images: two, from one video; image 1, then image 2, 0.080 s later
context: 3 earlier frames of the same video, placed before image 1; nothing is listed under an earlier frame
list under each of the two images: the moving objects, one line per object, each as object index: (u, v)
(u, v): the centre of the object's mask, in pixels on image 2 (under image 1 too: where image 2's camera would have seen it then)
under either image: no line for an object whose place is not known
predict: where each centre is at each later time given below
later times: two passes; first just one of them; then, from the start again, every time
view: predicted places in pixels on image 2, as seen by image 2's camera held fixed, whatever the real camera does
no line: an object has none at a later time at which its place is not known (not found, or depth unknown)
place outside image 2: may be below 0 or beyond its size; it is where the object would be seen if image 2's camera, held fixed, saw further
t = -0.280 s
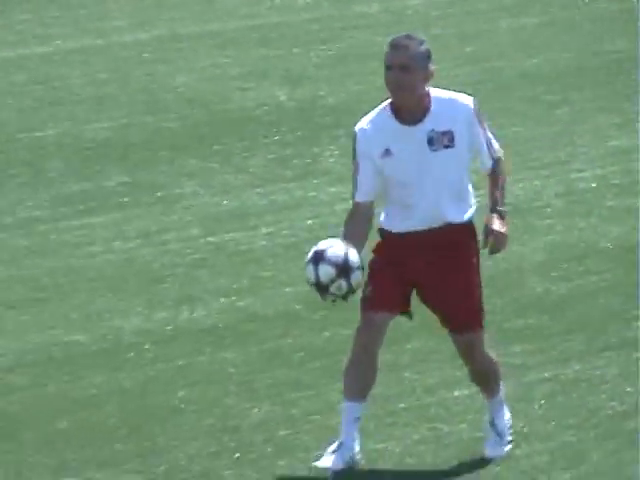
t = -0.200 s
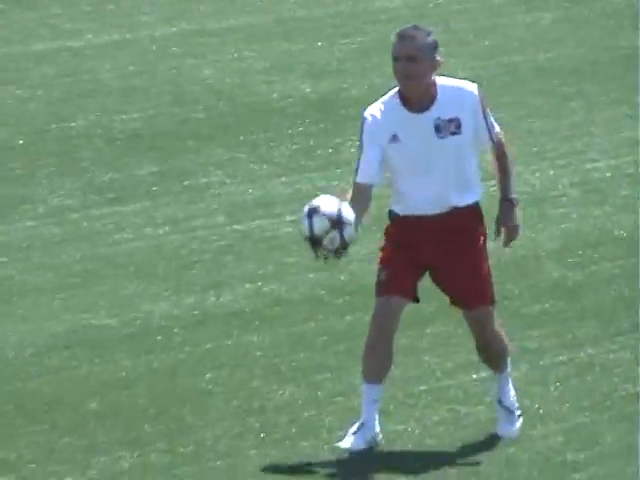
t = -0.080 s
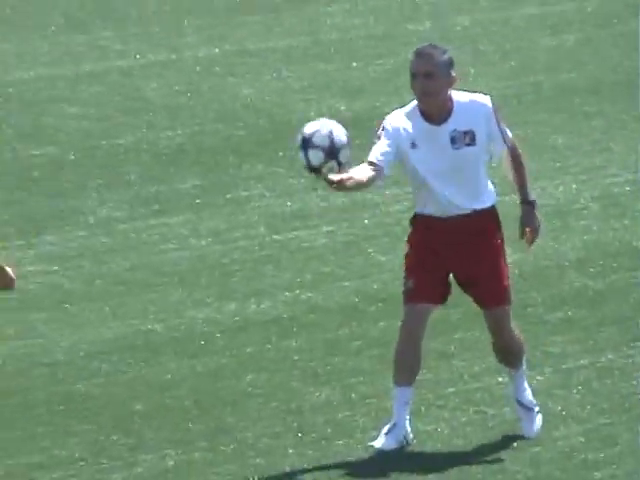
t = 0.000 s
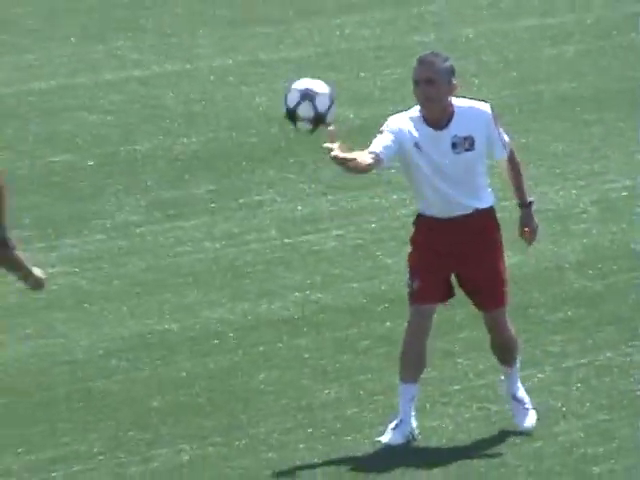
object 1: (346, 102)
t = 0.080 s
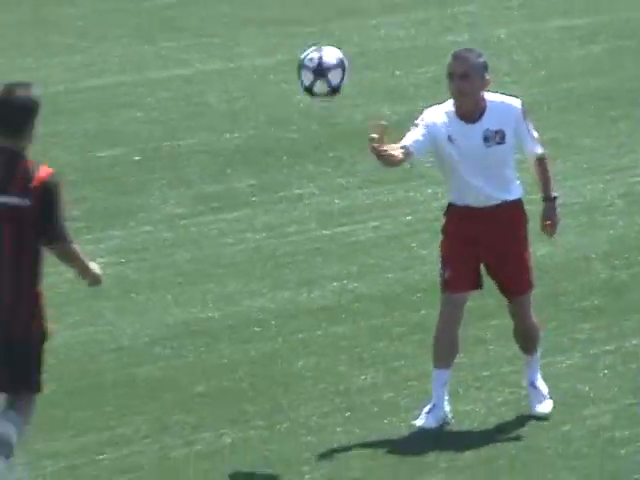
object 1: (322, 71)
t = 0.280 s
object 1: (259, 71)
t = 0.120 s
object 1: (309, 61)
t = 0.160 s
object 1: (297, 54)
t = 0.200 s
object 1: (285, 53)
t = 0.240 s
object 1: (271, 62)
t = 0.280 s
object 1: (259, 71)
